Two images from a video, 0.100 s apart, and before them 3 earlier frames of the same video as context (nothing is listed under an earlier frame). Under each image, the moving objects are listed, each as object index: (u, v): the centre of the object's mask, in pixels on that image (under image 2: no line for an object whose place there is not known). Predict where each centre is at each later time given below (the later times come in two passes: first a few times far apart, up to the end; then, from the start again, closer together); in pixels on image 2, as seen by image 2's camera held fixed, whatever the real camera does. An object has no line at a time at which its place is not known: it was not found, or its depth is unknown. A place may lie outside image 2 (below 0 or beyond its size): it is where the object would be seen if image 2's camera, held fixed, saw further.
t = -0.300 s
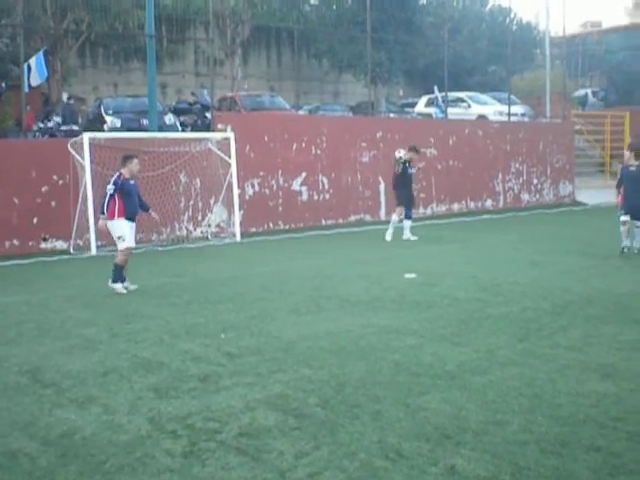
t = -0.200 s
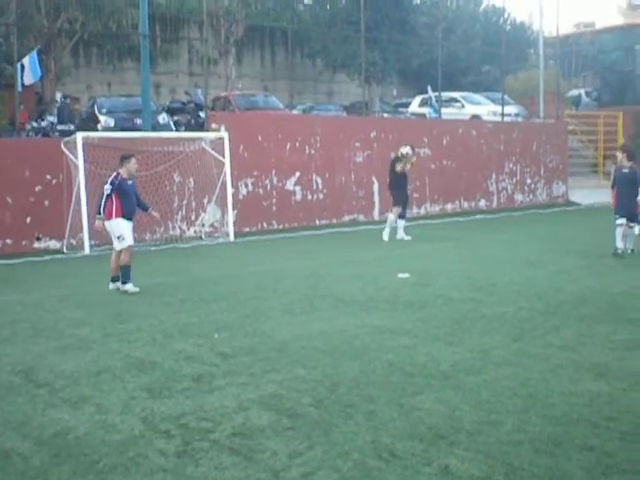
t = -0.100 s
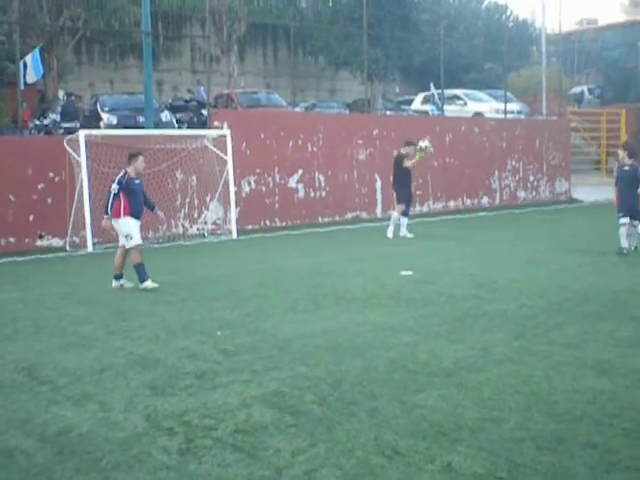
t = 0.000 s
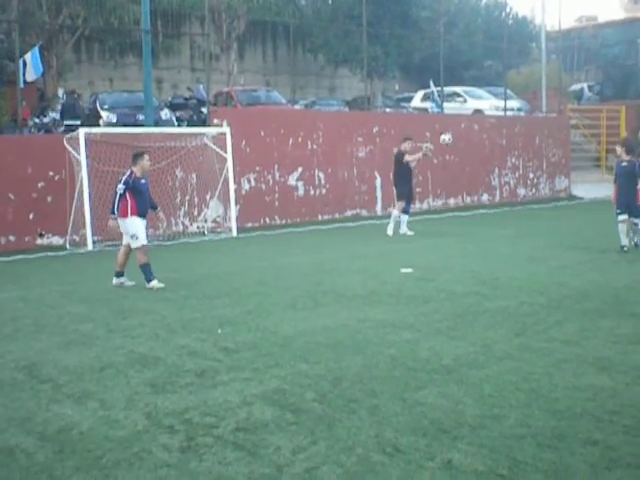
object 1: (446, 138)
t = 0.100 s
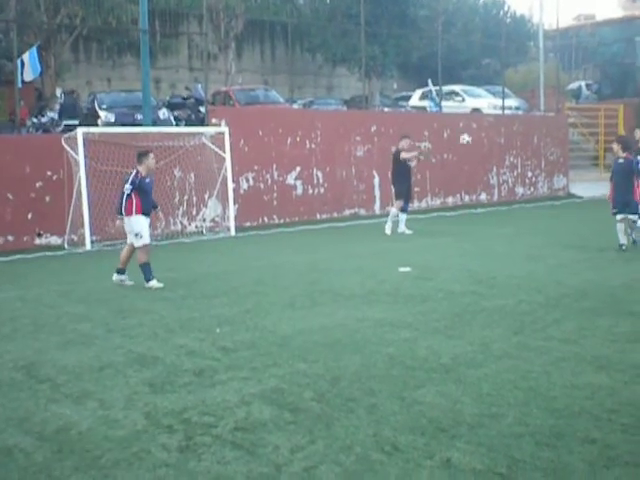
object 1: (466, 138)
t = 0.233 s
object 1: (492, 149)
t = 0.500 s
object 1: (540, 191)
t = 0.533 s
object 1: (545, 199)
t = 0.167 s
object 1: (479, 143)
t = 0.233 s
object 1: (492, 149)
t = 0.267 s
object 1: (498, 152)
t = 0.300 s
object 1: (505, 157)
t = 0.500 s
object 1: (540, 191)
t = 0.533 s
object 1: (545, 199)
